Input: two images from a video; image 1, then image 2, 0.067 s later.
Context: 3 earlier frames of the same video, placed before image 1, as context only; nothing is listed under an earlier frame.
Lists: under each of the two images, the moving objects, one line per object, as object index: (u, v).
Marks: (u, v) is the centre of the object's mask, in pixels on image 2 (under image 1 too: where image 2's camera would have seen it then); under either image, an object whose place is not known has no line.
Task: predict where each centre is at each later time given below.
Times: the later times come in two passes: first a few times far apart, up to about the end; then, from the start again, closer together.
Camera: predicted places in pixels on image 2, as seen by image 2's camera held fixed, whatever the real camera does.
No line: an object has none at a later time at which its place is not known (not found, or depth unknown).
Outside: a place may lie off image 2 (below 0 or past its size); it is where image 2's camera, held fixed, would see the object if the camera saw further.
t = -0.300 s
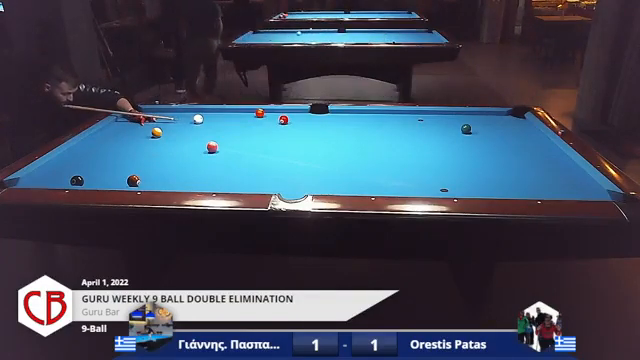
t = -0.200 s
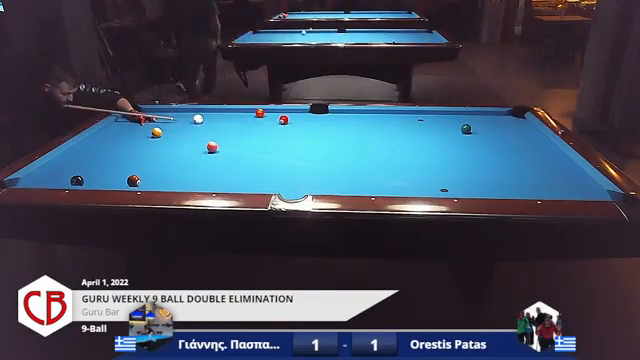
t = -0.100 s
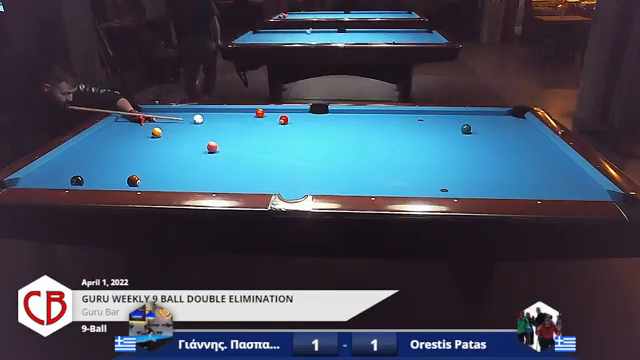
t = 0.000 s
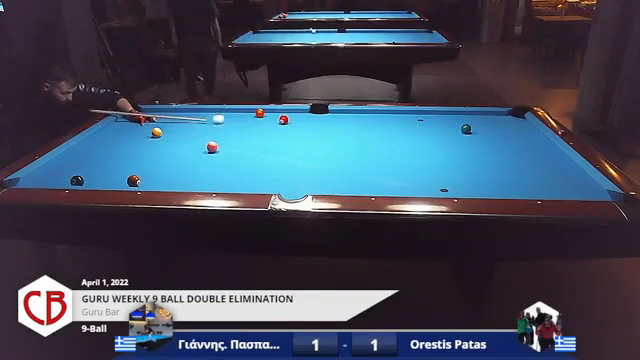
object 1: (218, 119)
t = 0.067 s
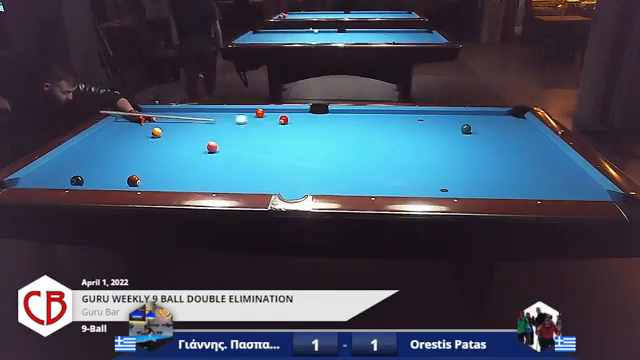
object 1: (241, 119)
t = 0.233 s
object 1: (275, 120)
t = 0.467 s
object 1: (278, 122)
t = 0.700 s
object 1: (282, 125)
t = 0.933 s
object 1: (285, 127)
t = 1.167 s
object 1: (289, 129)
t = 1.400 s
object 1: (292, 131)
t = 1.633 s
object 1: (295, 133)
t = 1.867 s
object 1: (297, 135)
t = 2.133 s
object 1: (300, 136)
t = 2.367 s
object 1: (302, 137)
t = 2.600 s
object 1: (303, 138)
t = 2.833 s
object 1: (305, 139)
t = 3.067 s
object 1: (305, 139)
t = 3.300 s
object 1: (306, 139)
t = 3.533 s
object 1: (306, 139)
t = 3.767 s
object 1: (306, 139)
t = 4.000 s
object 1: (306, 139)
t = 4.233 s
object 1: (306, 139)
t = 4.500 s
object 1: (306, 139)
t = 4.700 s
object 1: (306, 139)
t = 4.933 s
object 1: (306, 139)
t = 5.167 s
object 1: (306, 139)
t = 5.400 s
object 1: (306, 139)
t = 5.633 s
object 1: (306, 139)
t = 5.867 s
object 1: (306, 139)
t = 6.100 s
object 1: (306, 139)
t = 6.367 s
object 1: (306, 139)
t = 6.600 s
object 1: (306, 139)
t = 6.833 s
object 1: (306, 139)
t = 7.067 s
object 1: (306, 139)
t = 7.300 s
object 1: (306, 139)
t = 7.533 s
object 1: (306, 139)
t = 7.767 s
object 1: (306, 139)
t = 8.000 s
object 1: (306, 139)
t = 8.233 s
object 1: (306, 139)
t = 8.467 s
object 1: (306, 139)
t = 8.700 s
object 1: (306, 139)
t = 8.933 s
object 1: (306, 139)
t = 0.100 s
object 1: (251, 119)
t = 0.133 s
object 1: (261, 119)
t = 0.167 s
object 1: (271, 120)
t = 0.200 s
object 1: (274, 120)
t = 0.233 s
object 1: (275, 120)
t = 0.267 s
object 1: (275, 121)
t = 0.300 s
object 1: (276, 121)
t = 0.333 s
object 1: (276, 121)
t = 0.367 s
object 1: (277, 122)
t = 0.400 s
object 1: (277, 122)
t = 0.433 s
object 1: (278, 122)
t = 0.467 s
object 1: (278, 122)
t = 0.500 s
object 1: (279, 123)
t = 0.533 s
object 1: (279, 123)
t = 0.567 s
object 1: (280, 124)
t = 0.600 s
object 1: (280, 124)
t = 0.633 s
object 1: (281, 125)
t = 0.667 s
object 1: (282, 125)
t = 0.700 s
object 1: (282, 125)
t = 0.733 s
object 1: (282, 125)
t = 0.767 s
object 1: (283, 126)
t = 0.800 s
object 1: (284, 126)
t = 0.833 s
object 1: (284, 126)
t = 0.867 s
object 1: (285, 127)
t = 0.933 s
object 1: (285, 127)
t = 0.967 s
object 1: (286, 128)
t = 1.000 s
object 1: (286, 128)
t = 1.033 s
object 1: (287, 128)
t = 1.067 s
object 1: (287, 129)
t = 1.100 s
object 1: (288, 129)
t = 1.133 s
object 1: (288, 129)
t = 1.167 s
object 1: (289, 129)
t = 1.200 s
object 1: (289, 130)
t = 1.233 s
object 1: (290, 130)
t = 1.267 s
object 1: (290, 130)
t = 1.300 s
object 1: (290, 130)
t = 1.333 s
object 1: (291, 131)
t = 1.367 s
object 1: (291, 131)
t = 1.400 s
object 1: (292, 131)
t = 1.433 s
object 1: (292, 132)
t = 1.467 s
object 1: (293, 132)
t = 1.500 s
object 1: (293, 132)
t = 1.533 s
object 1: (294, 132)
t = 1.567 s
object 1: (294, 133)
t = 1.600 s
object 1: (294, 133)
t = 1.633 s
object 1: (295, 133)
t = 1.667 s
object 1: (295, 133)
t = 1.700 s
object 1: (295, 133)
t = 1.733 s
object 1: (296, 134)
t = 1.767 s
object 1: (296, 134)
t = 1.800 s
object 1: (297, 134)
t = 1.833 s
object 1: (297, 134)
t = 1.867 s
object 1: (297, 135)
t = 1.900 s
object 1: (298, 135)
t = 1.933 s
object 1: (298, 135)
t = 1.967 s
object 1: (298, 135)
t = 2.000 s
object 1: (299, 135)
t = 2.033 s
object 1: (299, 135)
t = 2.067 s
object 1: (299, 136)
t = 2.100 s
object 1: (299, 136)
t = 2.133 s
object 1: (300, 136)
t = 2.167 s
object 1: (300, 136)
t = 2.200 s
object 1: (300, 136)
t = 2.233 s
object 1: (301, 137)
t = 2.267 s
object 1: (301, 136)
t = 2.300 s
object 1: (301, 137)
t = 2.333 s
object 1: (301, 136)
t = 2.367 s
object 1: (302, 137)
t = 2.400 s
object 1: (302, 137)
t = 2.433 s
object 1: (302, 137)
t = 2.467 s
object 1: (302, 137)
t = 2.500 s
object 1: (303, 138)
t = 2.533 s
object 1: (303, 138)
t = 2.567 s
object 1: (303, 138)
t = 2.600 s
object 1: (303, 138)
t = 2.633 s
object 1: (303, 138)
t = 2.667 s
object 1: (304, 138)
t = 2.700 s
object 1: (304, 138)
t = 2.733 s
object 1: (304, 138)
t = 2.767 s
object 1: (304, 138)
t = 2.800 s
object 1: (304, 138)
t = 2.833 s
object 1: (305, 139)
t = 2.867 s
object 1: (305, 139)
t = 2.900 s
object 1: (305, 139)
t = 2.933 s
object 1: (305, 139)
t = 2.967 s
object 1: (305, 139)
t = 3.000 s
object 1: (305, 139)
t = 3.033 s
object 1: (305, 139)
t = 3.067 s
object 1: (305, 139)
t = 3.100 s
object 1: (305, 139)
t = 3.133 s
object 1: (306, 139)
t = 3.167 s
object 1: (306, 139)
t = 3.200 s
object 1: (306, 139)
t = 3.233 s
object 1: (306, 139)
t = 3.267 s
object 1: (306, 139)
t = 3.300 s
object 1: (306, 139)
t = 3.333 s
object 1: (306, 139)
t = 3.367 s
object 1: (306, 139)
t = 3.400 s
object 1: (306, 139)
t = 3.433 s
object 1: (306, 139)
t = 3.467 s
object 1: (306, 139)
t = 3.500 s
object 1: (306, 139)
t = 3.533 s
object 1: (306, 139)
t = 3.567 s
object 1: (306, 139)
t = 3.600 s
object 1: (306, 139)
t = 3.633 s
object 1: (306, 139)
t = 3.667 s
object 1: (306, 139)
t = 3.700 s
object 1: (306, 139)
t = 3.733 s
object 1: (306, 139)
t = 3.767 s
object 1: (306, 139)
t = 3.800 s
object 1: (306, 139)
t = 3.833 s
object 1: (306, 139)
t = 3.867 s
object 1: (306, 139)
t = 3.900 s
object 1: (306, 139)
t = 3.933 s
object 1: (306, 139)
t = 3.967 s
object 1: (306, 139)
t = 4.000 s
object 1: (306, 139)
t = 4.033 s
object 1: (306, 139)
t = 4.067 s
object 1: (306, 139)
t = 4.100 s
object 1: (306, 139)
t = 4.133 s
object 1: (306, 139)
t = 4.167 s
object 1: (306, 139)
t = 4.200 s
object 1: (306, 139)
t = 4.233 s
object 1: (306, 139)
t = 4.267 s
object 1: (306, 139)
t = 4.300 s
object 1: (306, 139)
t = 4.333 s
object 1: (306, 139)
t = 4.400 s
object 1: (306, 139)
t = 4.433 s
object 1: (306, 139)
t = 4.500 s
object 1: (306, 139)
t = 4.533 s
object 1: (306, 139)
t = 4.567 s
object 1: (306, 139)
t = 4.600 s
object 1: (306, 139)
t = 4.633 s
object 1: (306, 139)
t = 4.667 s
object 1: (306, 139)
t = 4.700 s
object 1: (306, 139)
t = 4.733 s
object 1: (306, 139)
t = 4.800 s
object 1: (306, 139)
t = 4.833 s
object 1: (306, 139)
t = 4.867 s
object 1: (306, 139)
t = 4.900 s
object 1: (306, 139)
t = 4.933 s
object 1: (306, 139)
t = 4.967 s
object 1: (306, 139)
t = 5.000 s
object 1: (306, 139)
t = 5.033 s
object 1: (306, 139)
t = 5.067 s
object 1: (306, 139)
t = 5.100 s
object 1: (306, 139)
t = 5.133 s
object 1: (306, 139)
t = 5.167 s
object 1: (306, 139)
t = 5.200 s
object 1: (306, 139)
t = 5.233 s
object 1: (306, 139)
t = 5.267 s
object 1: (306, 139)
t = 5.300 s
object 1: (306, 139)
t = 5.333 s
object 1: (306, 139)
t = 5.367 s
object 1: (306, 139)
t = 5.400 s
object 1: (306, 139)
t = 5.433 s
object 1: (306, 139)
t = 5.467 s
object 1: (306, 139)
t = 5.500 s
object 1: (306, 139)
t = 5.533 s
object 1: (306, 139)
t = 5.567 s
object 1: (306, 139)
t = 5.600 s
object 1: (306, 139)
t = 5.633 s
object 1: (306, 139)
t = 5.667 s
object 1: (306, 139)
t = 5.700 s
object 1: (306, 139)
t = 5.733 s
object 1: (306, 139)
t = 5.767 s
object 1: (306, 139)
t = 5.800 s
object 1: (306, 139)
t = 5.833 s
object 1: (306, 139)
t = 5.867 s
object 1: (306, 139)
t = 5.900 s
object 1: (306, 139)
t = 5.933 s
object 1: (306, 139)
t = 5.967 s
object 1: (306, 139)
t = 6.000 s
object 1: (306, 139)
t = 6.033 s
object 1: (306, 139)
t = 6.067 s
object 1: (306, 139)
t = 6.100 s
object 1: (306, 139)
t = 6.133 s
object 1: (306, 139)
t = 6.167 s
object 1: (306, 139)
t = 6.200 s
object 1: (306, 139)
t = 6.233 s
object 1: (306, 139)
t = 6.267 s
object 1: (306, 139)
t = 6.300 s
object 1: (306, 139)
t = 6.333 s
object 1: (306, 139)
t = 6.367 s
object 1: (306, 139)
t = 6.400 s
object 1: (306, 139)
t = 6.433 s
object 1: (306, 139)
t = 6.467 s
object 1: (306, 139)
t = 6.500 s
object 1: (306, 139)
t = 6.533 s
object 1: (306, 139)
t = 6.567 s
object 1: (306, 139)
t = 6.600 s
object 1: (306, 139)
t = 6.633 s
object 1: (306, 139)
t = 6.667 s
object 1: (306, 139)
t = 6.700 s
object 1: (306, 139)
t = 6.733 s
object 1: (306, 139)
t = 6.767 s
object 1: (306, 139)
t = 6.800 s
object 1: (306, 139)
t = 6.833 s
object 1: (306, 139)
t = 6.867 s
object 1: (306, 139)
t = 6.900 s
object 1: (306, 139)
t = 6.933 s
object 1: (306, 139)
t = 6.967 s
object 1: (306, 139)
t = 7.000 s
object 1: (306, 139)
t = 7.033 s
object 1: (306, 139)
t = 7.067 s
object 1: (306, 139)
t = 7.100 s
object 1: (306, 139)
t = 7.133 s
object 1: (306, 139)
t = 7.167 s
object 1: (306, 139)
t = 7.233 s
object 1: (306, 139)
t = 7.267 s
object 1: (306, 139)
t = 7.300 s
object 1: (306, 139)
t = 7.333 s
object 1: (306, 139)
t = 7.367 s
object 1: (306, 139)
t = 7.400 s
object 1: (306, 139)
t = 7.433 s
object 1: (306, 139)
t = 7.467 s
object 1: (306, 139)
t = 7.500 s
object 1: (306, 139)
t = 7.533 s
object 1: (306, 139)
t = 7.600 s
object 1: (306, 139)
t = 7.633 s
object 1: (306, 139)
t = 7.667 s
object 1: (306, 139)
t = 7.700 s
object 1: (306, 139)
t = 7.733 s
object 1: (306, 139)
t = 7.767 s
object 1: (306, 139)
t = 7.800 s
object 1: (306, 139)
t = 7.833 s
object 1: (306, 139)
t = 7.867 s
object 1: (306, 139)
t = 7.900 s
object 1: (306, 139)
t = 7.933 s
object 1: (306, 139)
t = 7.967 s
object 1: (306, 139)
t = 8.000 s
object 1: (306, 139)
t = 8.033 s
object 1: (306, 139)
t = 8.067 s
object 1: (306, 139)
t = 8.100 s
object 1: (306, 139)
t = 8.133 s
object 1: (306, 139)
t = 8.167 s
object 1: (306, 139)
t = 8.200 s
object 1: (306, 139)
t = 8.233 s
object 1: (306, 139)
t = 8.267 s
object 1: (306, 139)
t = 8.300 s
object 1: (306, 139)
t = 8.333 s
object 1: (306, 139)
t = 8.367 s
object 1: (306, 139)
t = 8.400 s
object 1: (306, 139)
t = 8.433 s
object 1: (306, 139)
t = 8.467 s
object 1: (306, 139)
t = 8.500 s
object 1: (306, 139)
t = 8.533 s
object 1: (306, 139)
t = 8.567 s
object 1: (306, 139)
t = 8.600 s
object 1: (306, 139)
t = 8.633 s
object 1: (306, 139)
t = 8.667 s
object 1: (306, 139)
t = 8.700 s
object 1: (306, 139)
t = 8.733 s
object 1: (306, 139)
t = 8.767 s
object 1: (306, 139)
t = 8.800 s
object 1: (306, 139)
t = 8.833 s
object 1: (306, 139)
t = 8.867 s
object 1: (306, 139)
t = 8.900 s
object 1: (306, 139)
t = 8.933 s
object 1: (306, 139)
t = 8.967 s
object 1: (306, 139)
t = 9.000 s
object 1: (306, 139)
